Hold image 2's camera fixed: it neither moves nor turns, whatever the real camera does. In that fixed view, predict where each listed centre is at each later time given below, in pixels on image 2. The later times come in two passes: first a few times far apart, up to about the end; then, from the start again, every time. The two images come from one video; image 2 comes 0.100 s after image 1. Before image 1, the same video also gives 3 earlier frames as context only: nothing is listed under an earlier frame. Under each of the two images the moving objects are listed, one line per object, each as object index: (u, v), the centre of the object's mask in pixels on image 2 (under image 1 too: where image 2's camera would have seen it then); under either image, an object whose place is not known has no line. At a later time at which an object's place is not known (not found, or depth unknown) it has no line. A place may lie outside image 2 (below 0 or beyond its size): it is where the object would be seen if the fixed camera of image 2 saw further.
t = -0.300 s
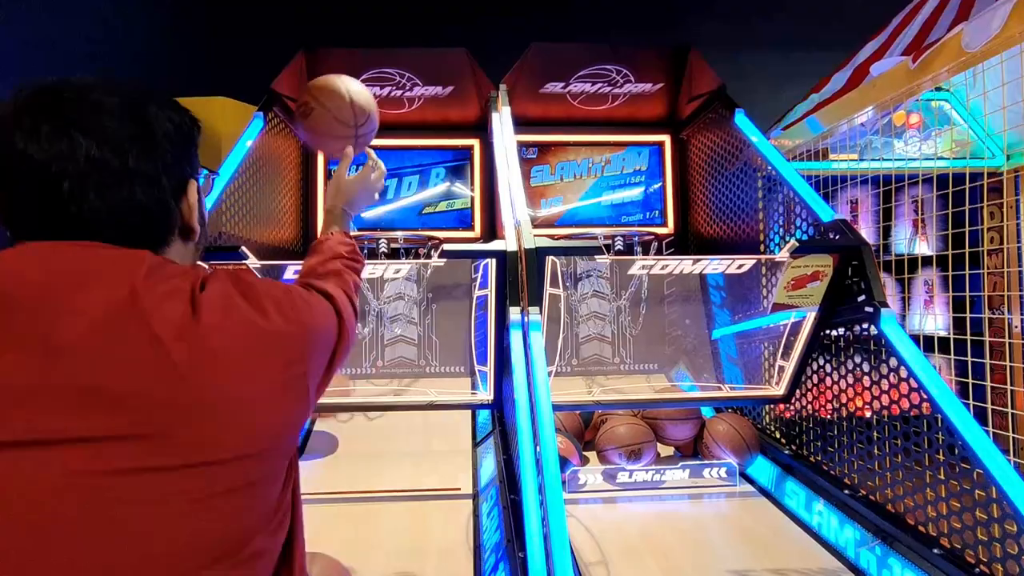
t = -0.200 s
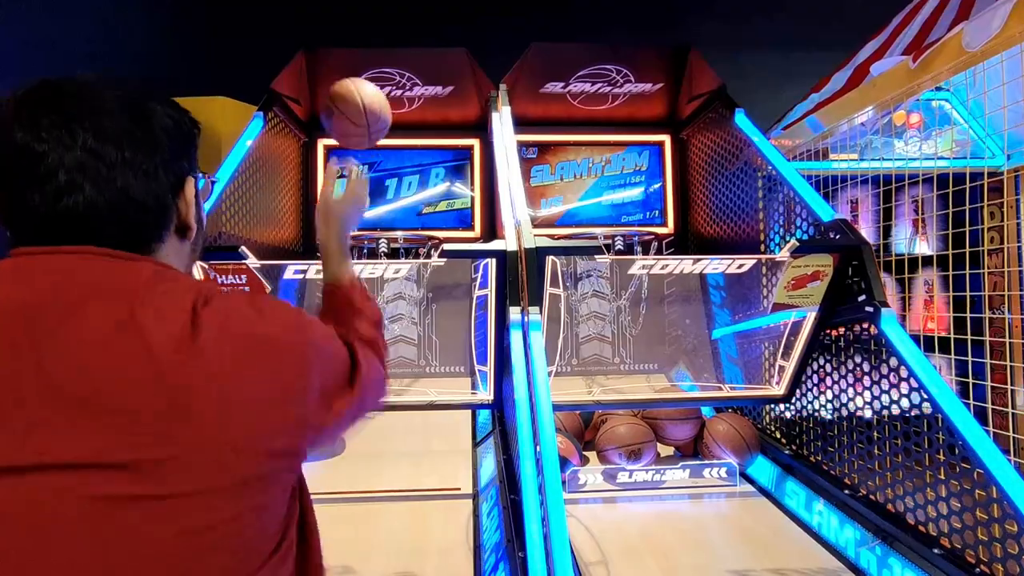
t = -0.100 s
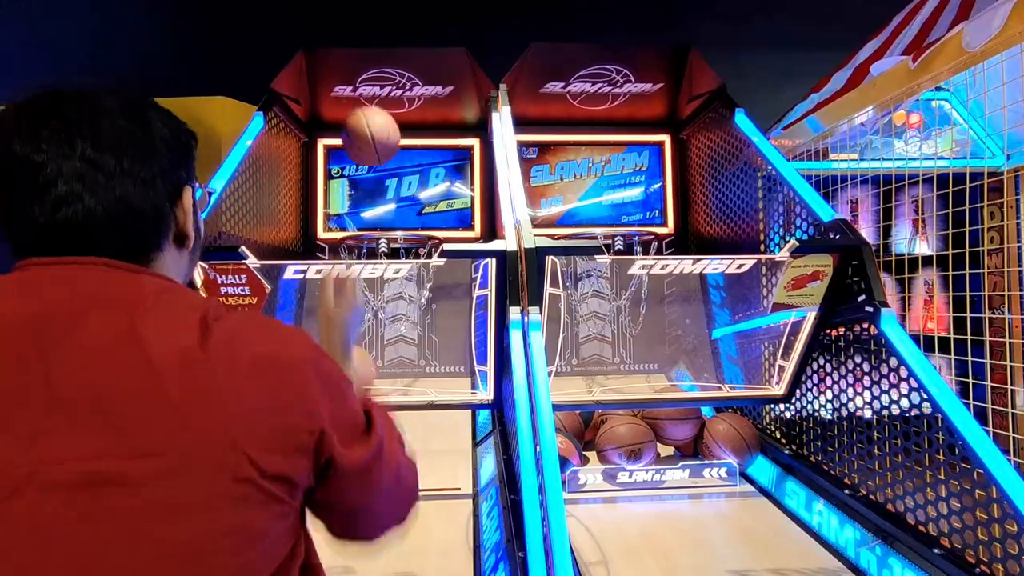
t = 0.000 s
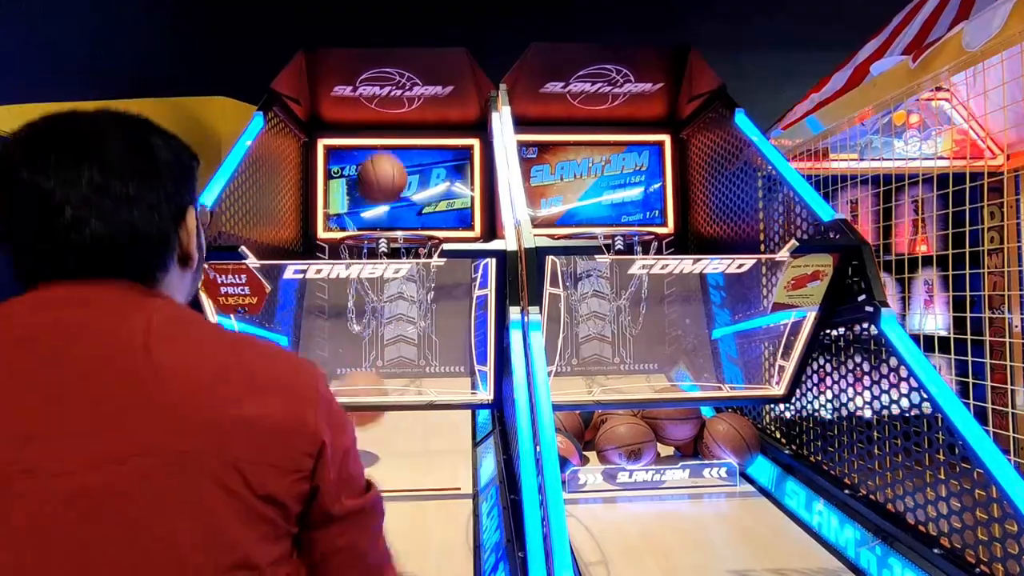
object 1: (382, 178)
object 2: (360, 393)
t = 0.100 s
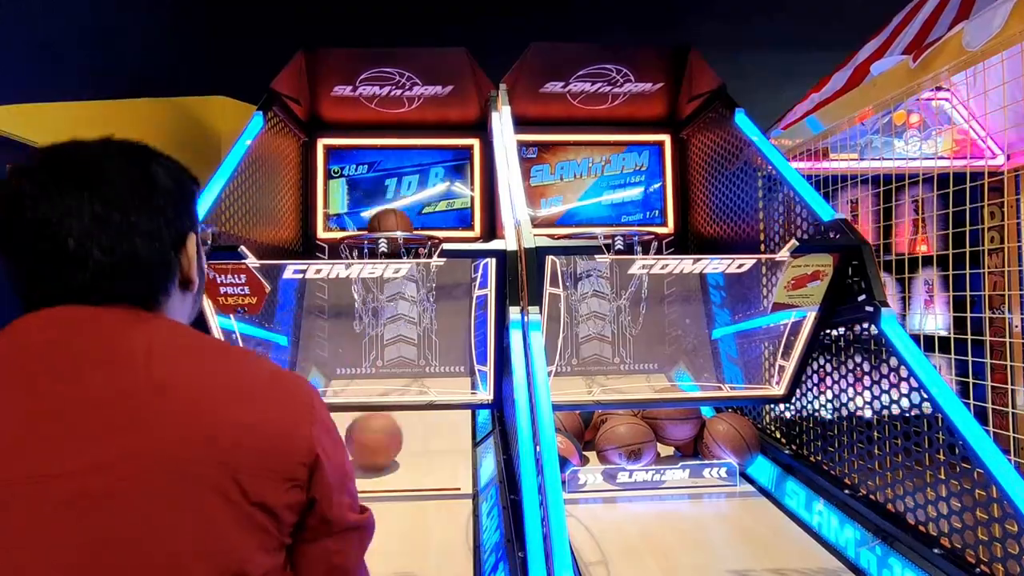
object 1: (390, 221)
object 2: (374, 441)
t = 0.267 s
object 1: (396, 197)
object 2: (394, 424)
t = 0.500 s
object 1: (410, 259)
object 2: (425, 441)
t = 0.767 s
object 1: (438, 326)
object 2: (461, 459)
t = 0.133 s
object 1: (391, 218)
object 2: (377, 432)
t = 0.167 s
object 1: (392, 212)
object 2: (382, 427)
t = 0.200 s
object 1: (393, 206)
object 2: (386, 425)
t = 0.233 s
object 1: (395, 200)
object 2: (390, 424)
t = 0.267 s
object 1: (396, 197)
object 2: (394, 424)
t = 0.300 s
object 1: (397, 196)
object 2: (398, 425)
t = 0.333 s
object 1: (399, 198)
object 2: (403, 427)
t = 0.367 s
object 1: (400, 202)
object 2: (407, 432)
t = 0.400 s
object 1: (402, 211)
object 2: (413, 442)
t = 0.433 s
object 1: (404, 223)
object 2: (417, 452)
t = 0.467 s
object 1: (407, 235)
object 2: (421, 445)
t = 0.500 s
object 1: (410, 259)
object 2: (425, 441)
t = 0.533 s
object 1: (413, 279)
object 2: (429, 440)
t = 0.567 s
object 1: (417, 277)
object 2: (433, 441)
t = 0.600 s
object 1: (421, 278)
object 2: (438, 445)
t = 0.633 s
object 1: (424, 281)
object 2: (442, 454)
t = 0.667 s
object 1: (427, 288)
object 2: (447, 464)
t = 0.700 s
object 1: (430, 298)
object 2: (451, 460)
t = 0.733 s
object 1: (435, 311)
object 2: (456, 458)
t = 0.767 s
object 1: (438, 326)
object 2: (461, 459)
